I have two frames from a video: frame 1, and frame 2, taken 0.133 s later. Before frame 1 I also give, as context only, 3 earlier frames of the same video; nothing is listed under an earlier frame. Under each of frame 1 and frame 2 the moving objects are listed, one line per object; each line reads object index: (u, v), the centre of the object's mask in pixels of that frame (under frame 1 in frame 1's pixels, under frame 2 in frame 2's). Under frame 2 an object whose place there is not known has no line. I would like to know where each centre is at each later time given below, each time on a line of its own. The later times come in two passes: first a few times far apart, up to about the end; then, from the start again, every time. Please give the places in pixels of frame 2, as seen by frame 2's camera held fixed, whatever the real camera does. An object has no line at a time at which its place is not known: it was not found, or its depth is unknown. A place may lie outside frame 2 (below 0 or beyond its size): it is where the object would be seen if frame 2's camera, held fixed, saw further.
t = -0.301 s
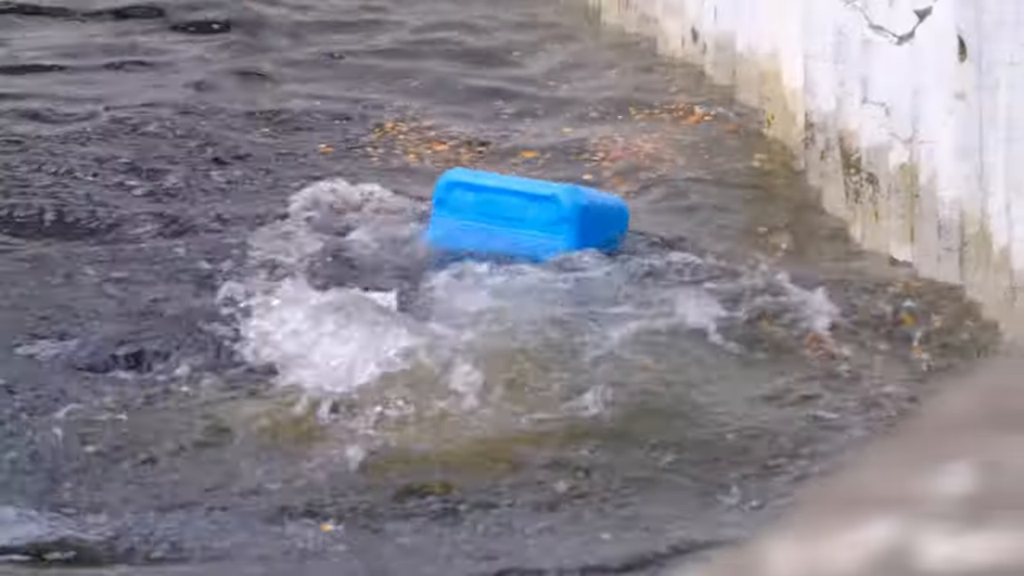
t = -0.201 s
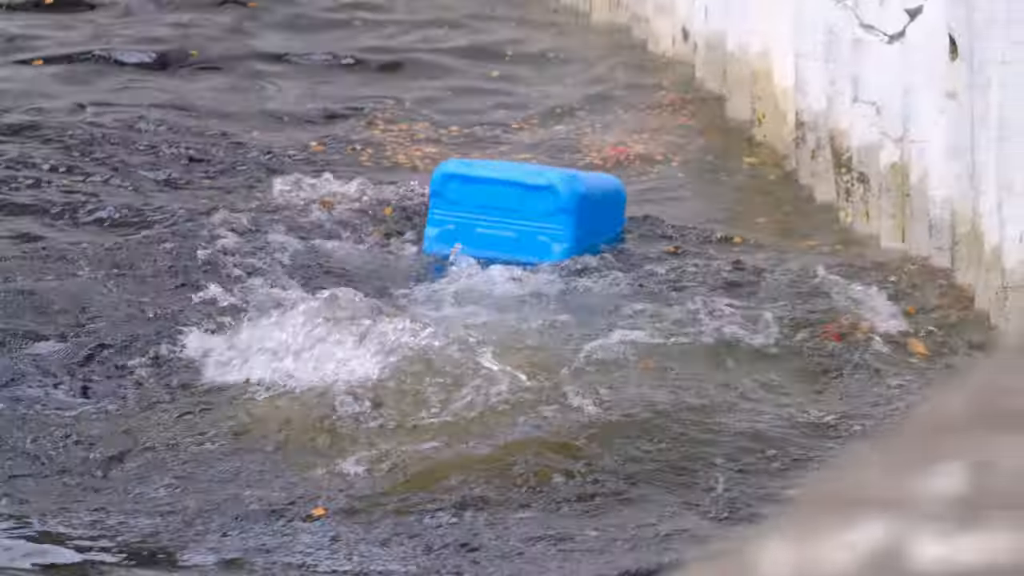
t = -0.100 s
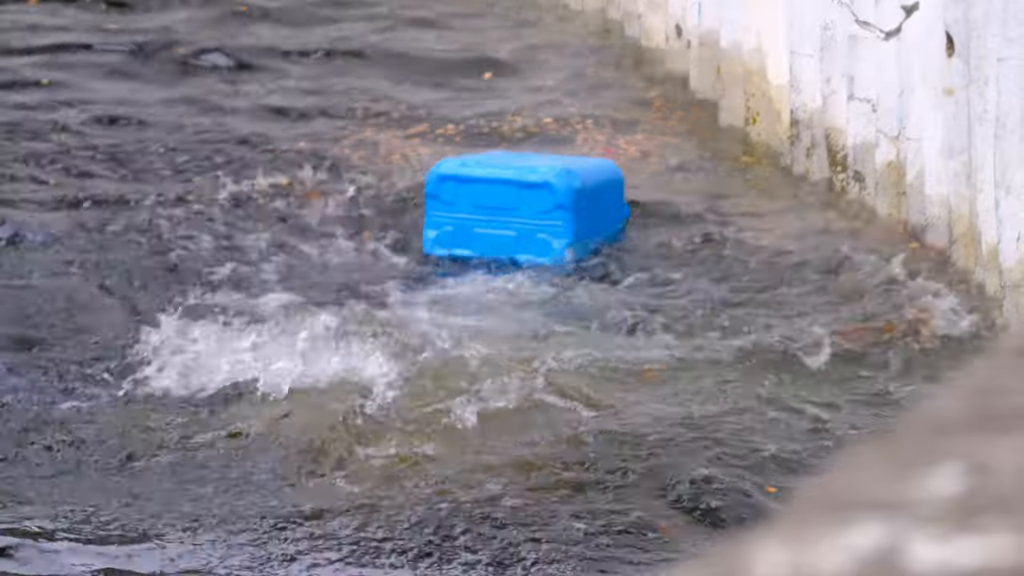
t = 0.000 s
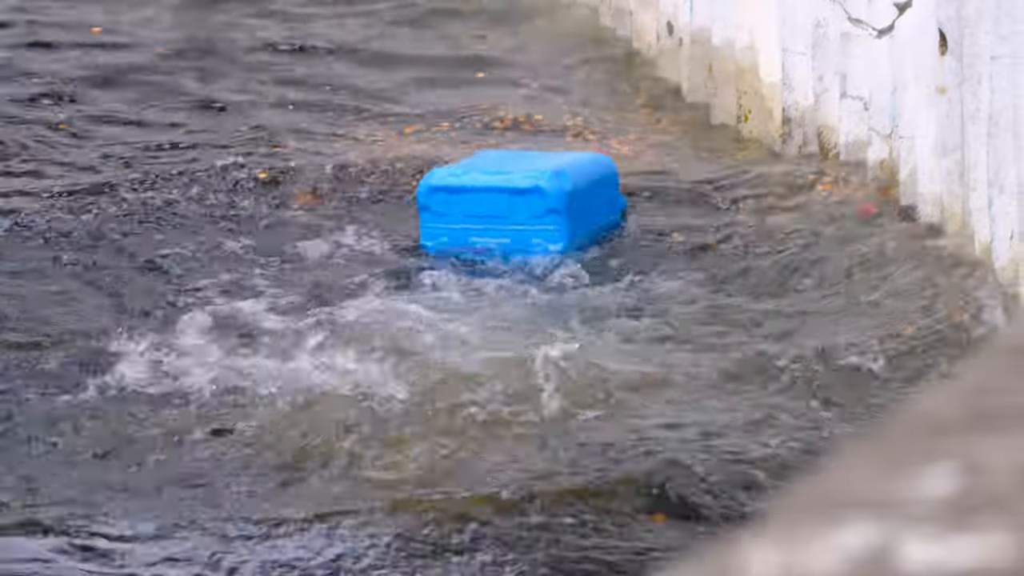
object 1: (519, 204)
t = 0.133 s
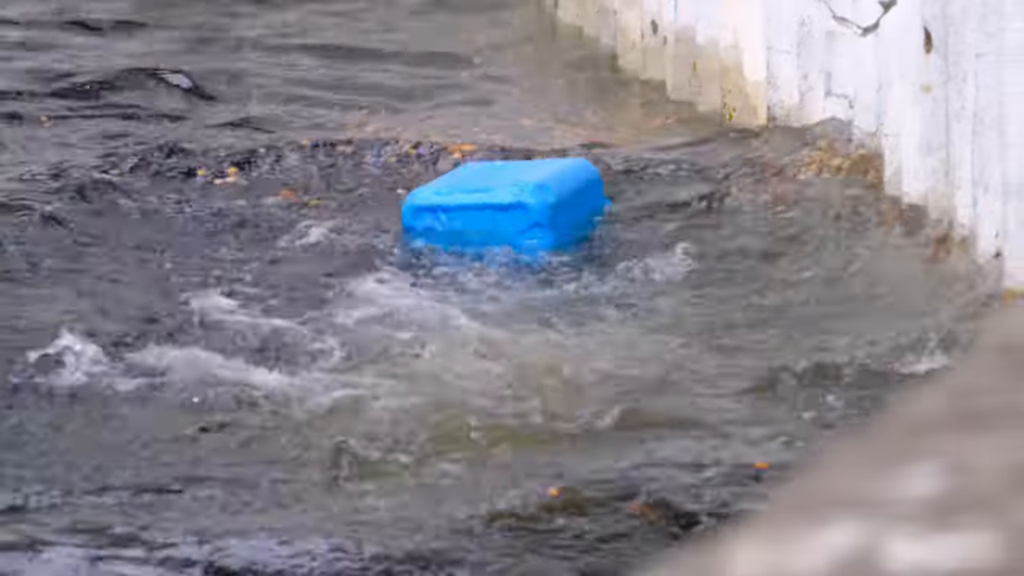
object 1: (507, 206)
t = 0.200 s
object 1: (507, 208)
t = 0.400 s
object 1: (500, 195)
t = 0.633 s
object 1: (476, 177)
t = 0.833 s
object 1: (463, 179)
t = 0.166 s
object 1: (508, 207)
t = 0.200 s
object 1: (507, 208)
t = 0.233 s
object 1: (507, 207)
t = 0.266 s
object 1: (506, 205)
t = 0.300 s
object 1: (505, 204)
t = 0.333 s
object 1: (506, 199)
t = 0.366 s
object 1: (504, 197)
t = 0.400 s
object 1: (500, 195)
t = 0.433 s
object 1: (497, 194)
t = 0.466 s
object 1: (493, 191)
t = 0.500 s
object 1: (489, 188)
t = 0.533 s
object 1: (485, 185)
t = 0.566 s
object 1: (482, 182)
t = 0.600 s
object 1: (479, 179)
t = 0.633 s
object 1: (476, 177)
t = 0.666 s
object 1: (473, 175)
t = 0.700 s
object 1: (472, 174)
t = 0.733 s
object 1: (469, 174)
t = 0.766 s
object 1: (468, 175)
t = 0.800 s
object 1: (465, 176)
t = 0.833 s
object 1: (463, 179)
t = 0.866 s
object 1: (461, 182)
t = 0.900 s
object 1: (460, 186)
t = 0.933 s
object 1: (457, 191)
